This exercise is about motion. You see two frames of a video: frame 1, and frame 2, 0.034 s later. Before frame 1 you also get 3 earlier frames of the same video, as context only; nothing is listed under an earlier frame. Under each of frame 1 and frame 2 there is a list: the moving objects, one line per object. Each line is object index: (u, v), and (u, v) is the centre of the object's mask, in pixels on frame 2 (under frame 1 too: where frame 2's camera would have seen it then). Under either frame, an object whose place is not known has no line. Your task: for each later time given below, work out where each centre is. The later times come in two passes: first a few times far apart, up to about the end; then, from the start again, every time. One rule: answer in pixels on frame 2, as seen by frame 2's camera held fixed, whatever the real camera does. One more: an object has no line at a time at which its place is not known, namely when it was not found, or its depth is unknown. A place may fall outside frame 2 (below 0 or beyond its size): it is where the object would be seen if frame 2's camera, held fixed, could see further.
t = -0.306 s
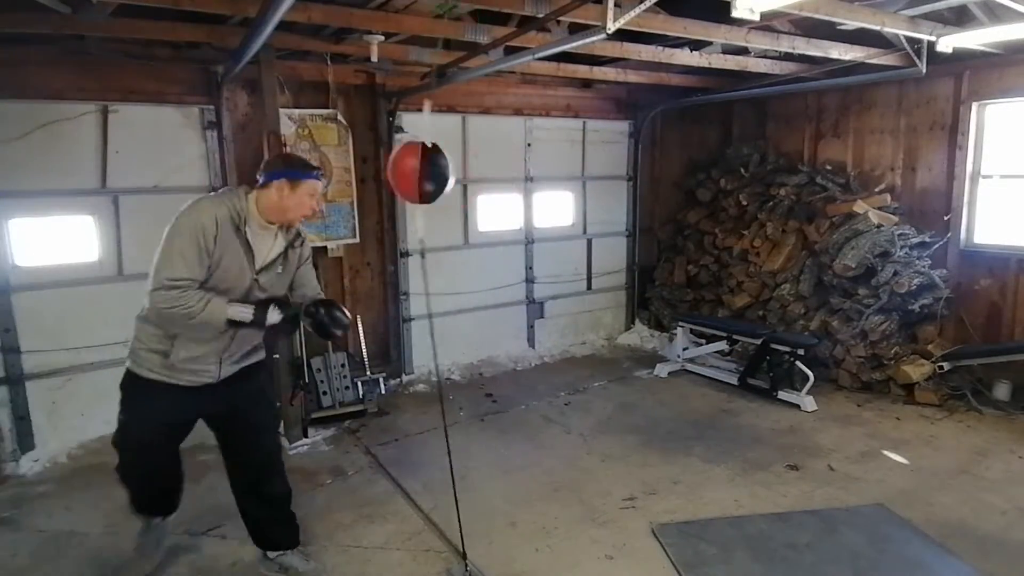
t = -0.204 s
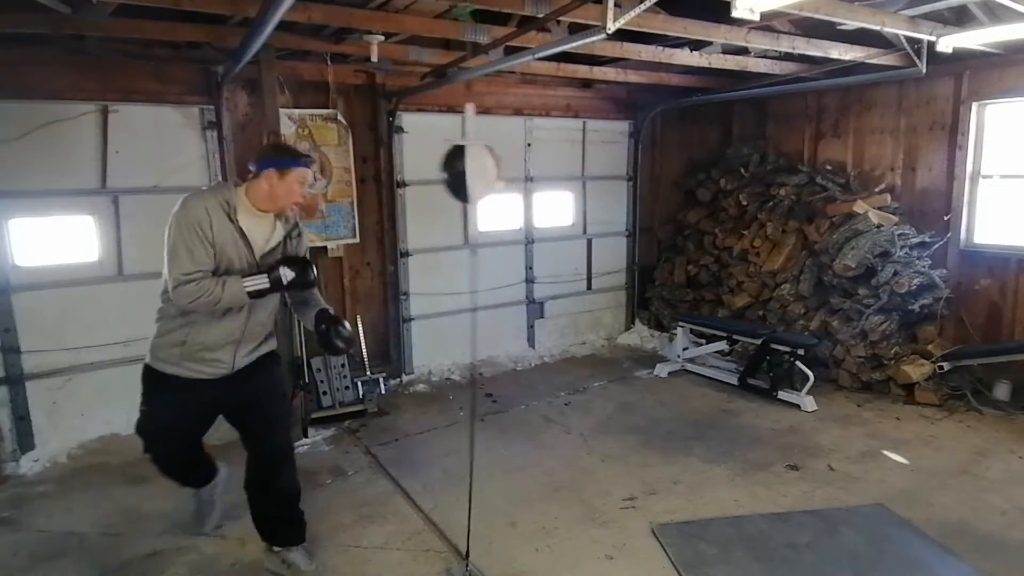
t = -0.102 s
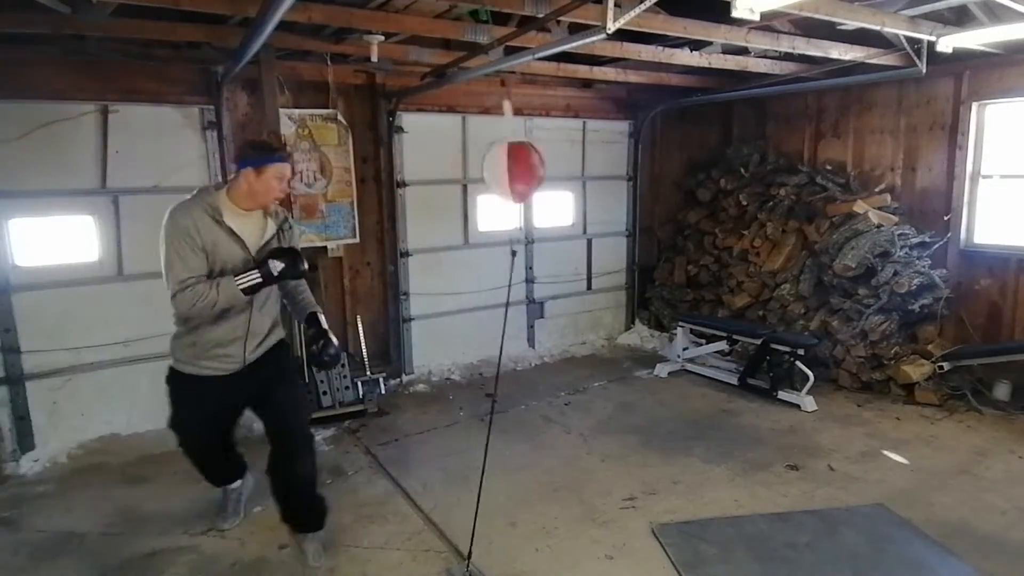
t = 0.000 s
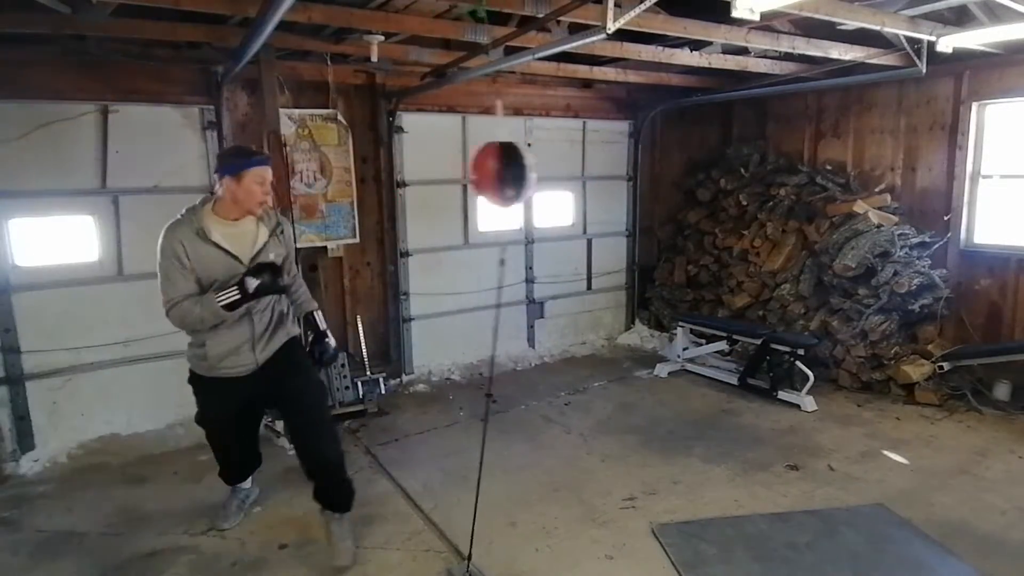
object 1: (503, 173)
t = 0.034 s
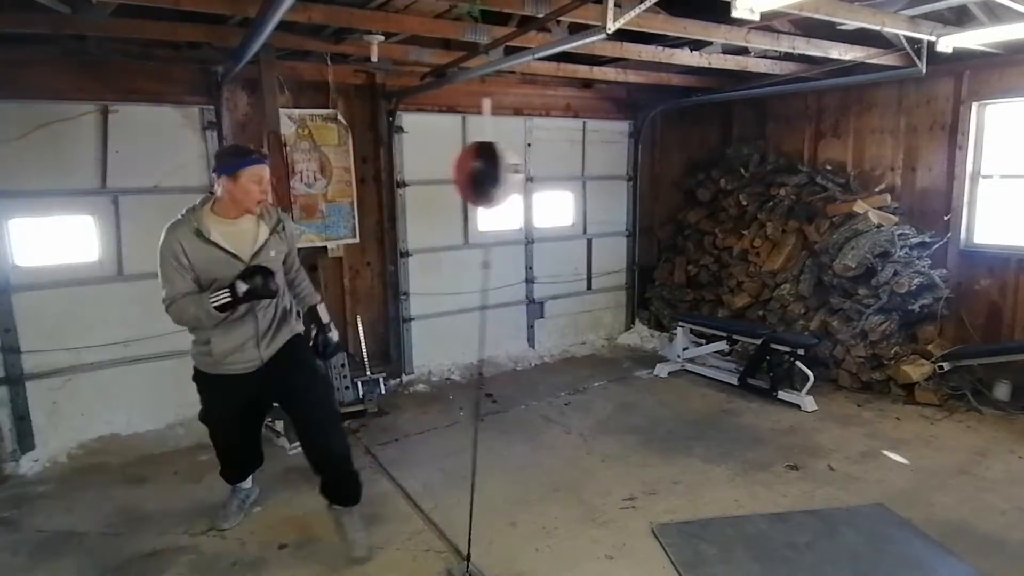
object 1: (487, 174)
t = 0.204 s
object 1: (424, 171)
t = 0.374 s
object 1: (478, 171)
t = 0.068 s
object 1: (470, 173)
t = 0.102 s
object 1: (452, 172)
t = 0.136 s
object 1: (437, 171)
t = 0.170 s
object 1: (428, 171)
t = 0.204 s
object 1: (424, 171)
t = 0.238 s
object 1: (427, 170)
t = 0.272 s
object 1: (437, 172)
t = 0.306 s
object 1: (450, 173)
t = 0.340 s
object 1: (463, 172)
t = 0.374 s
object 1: (478, 171)
